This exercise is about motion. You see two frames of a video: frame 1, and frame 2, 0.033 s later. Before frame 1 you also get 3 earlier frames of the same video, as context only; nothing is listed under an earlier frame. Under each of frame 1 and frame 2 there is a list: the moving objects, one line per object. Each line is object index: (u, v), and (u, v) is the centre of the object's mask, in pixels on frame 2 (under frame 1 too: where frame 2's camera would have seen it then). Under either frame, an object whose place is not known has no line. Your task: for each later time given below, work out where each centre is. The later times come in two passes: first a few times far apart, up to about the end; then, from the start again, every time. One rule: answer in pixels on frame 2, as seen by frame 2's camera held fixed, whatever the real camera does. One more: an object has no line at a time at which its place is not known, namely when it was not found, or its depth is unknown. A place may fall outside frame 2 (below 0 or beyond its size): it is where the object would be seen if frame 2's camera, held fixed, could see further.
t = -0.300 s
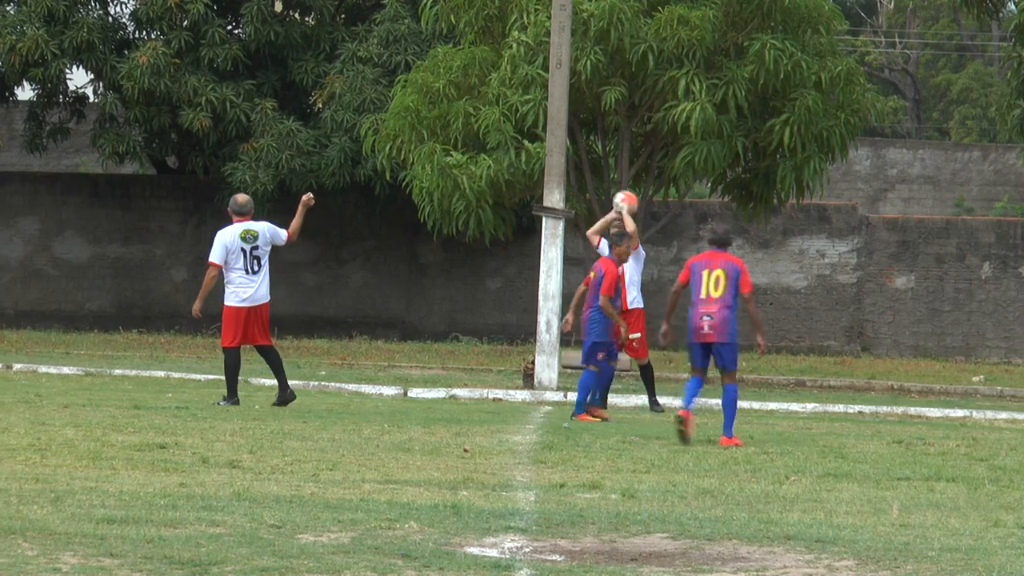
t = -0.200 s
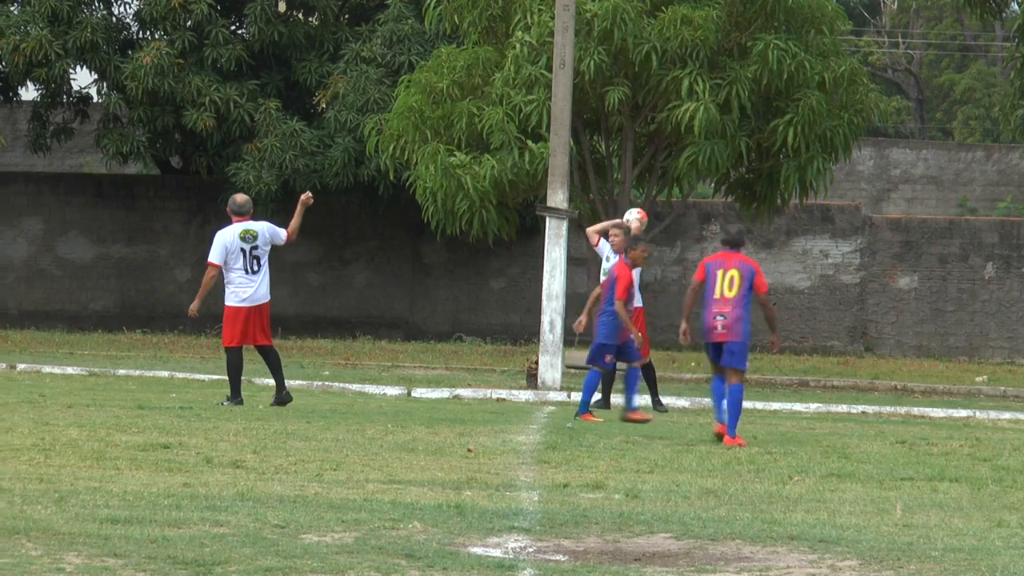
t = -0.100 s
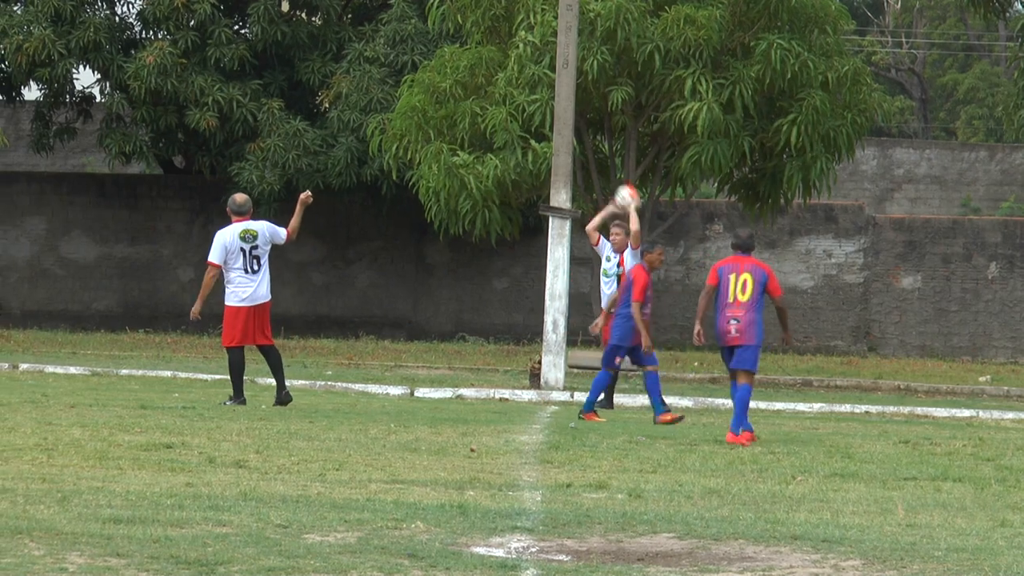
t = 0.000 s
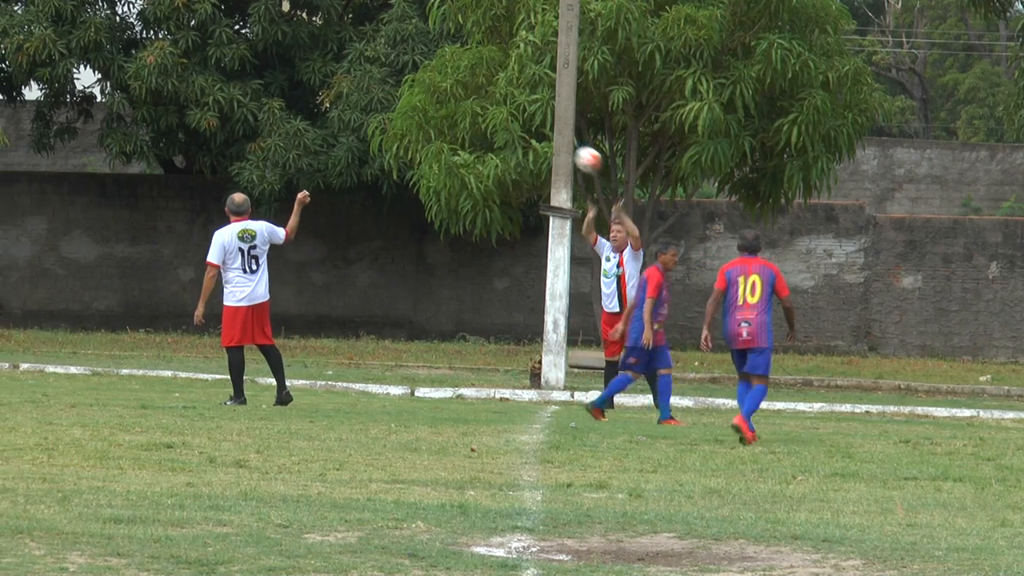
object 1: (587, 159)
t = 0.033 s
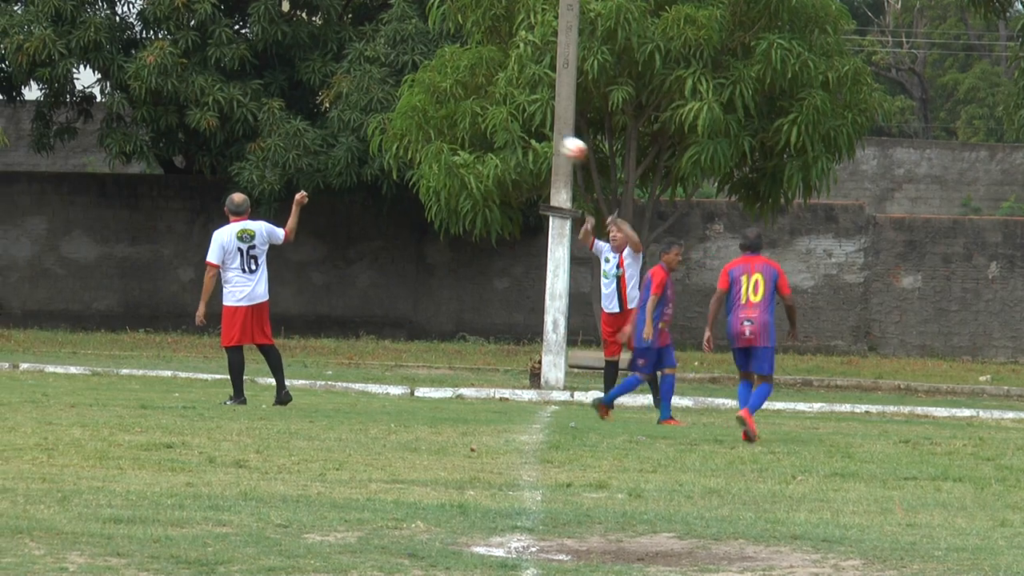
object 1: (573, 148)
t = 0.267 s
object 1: (466, 115)
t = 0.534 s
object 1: (338, 148)
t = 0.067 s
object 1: (558, 139)
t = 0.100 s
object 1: (542, 132)
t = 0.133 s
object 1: (528, 127)
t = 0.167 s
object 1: (512, 121)
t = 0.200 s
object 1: (497, 117)
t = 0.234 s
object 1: (481, 115)
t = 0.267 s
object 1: (466, 115)
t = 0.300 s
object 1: (450, 115)
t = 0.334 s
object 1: (434, 116)
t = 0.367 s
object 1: (418, 118)
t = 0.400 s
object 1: (402, 122)
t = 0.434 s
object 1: (386, 126)
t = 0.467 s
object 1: (370, 132)
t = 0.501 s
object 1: (354, 139)
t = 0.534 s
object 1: (338, 148)
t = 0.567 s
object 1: (322, 157)
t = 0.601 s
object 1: (306, 168)
